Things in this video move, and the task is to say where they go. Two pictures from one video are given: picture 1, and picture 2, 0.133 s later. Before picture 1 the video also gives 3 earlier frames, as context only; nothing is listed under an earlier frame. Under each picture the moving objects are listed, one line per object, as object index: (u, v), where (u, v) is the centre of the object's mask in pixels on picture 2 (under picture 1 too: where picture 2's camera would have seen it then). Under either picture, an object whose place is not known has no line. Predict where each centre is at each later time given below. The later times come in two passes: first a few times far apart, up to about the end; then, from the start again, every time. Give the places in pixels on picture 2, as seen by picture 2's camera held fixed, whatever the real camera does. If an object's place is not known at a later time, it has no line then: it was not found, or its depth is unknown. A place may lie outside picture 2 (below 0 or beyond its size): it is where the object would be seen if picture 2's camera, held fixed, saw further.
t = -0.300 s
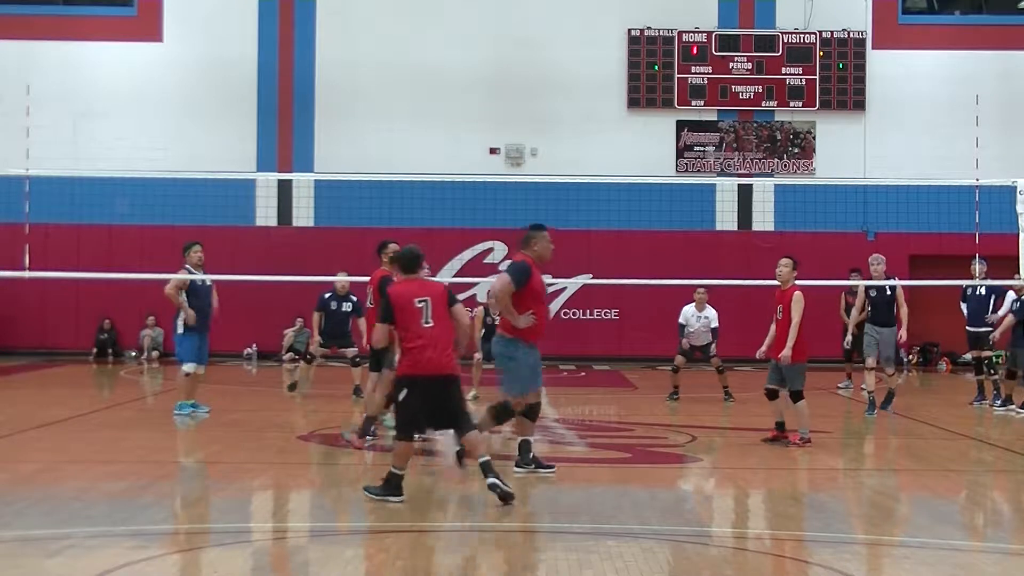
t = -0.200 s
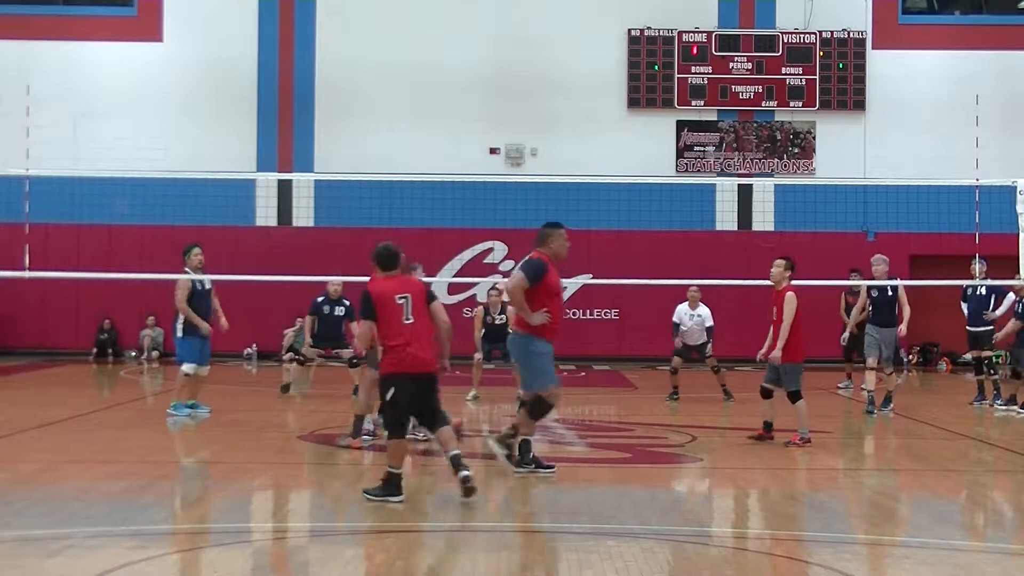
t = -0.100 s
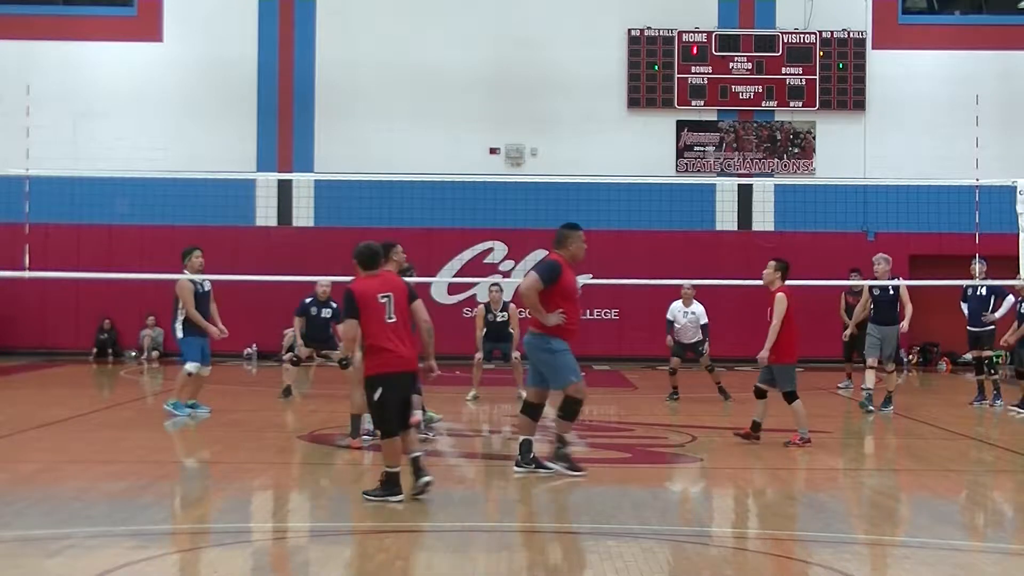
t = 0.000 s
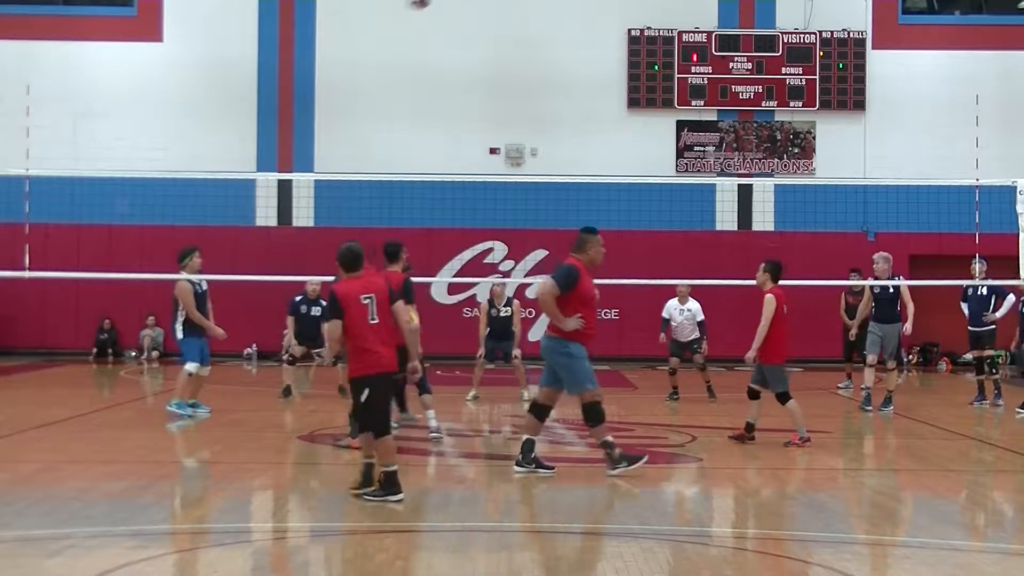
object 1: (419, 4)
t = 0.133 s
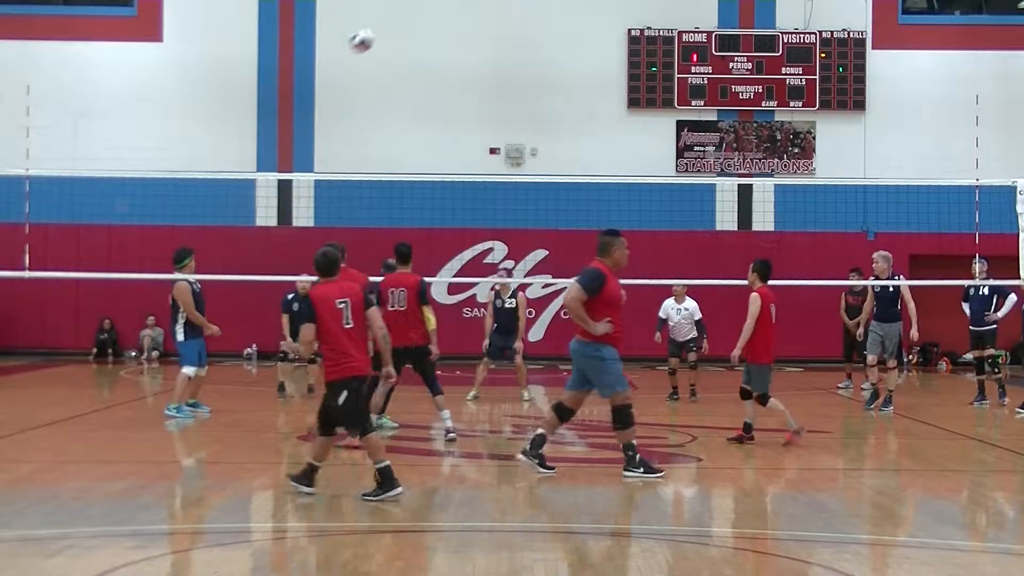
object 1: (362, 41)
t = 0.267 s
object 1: (316, 98)
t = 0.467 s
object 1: (264, 197)
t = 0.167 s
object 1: (350, 55)
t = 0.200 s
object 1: (338, 67)
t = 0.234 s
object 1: (328, 82)
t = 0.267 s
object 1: (316, 98)
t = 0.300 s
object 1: (307, 111)
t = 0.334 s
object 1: (297, 127)
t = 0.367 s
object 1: (288, 144)
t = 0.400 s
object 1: (282, 160)
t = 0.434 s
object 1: (273, 179)
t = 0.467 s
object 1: (264, 197)
